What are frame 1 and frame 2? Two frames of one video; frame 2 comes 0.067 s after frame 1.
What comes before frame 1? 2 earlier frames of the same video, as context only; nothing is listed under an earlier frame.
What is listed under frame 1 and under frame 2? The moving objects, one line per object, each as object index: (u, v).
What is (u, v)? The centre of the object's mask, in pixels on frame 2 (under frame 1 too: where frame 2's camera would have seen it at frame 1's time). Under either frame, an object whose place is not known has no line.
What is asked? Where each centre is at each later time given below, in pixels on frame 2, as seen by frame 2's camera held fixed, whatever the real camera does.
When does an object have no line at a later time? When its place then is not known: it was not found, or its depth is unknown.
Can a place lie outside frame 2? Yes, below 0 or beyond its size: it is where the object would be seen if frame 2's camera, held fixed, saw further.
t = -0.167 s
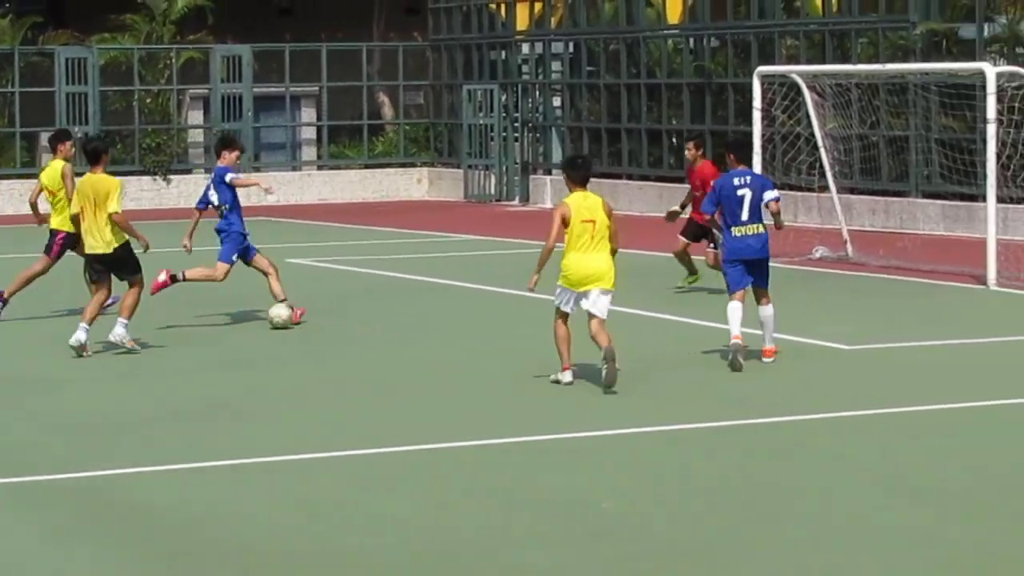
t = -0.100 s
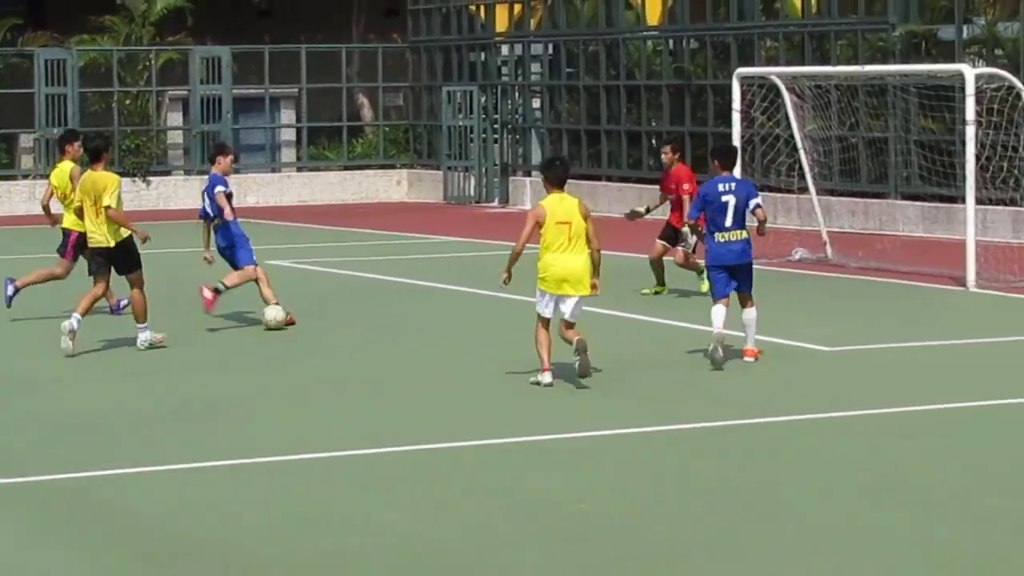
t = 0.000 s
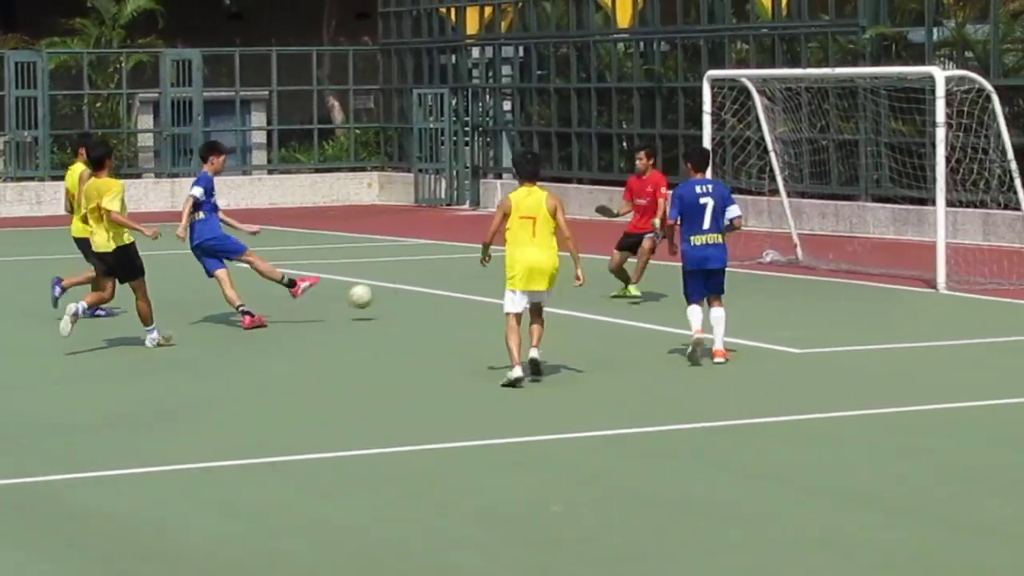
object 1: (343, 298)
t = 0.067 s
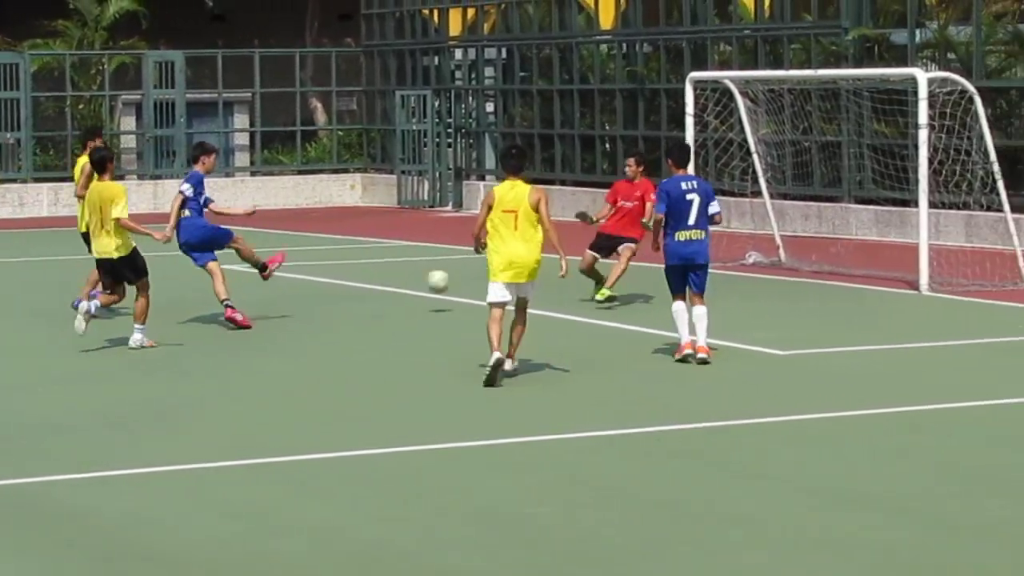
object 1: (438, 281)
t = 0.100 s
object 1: (479, 276)
